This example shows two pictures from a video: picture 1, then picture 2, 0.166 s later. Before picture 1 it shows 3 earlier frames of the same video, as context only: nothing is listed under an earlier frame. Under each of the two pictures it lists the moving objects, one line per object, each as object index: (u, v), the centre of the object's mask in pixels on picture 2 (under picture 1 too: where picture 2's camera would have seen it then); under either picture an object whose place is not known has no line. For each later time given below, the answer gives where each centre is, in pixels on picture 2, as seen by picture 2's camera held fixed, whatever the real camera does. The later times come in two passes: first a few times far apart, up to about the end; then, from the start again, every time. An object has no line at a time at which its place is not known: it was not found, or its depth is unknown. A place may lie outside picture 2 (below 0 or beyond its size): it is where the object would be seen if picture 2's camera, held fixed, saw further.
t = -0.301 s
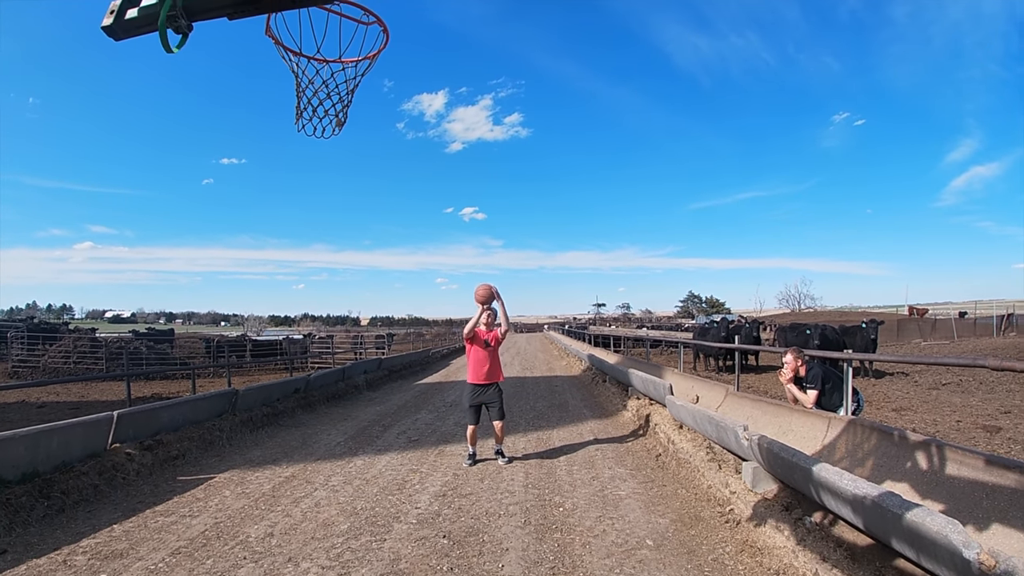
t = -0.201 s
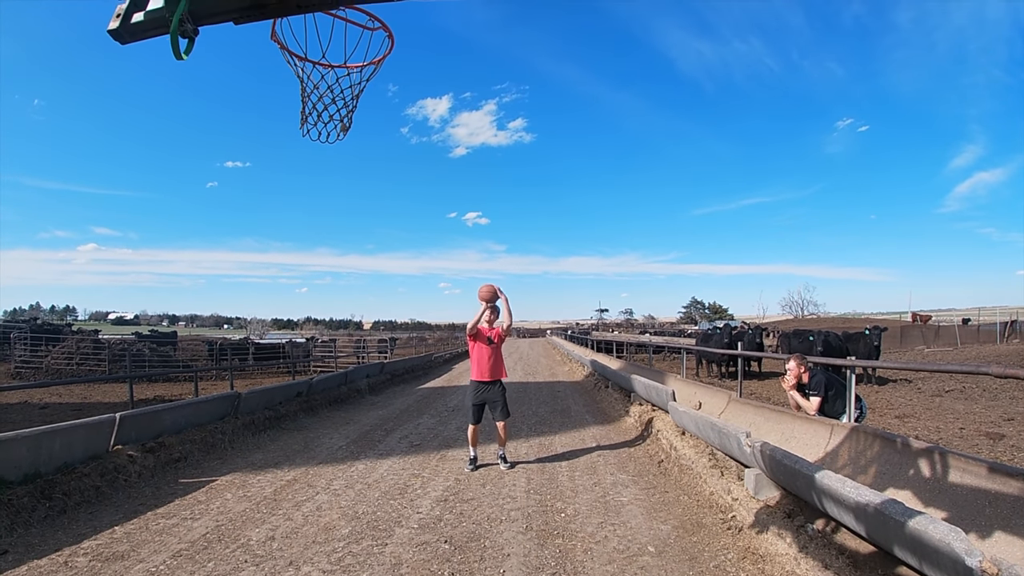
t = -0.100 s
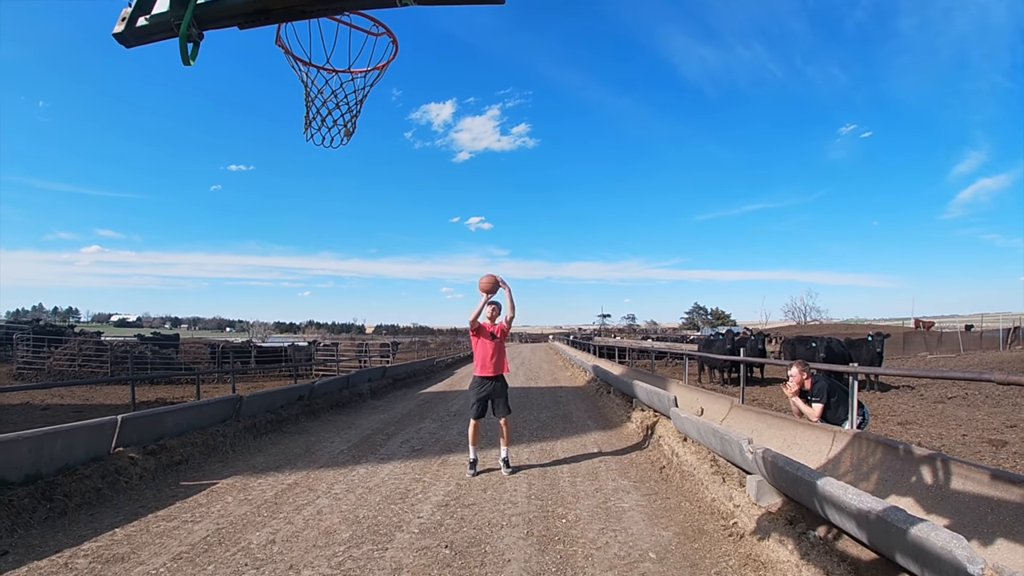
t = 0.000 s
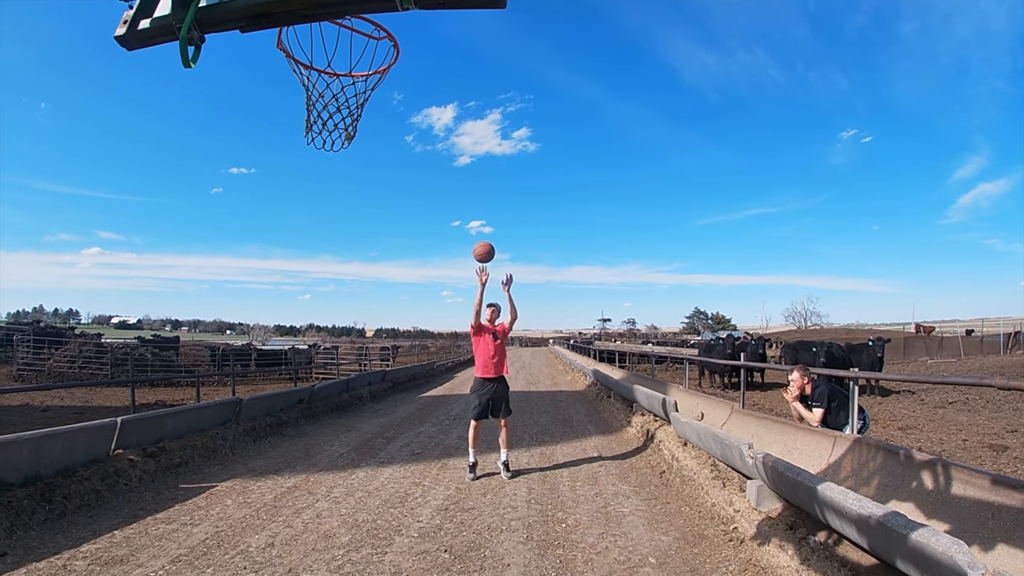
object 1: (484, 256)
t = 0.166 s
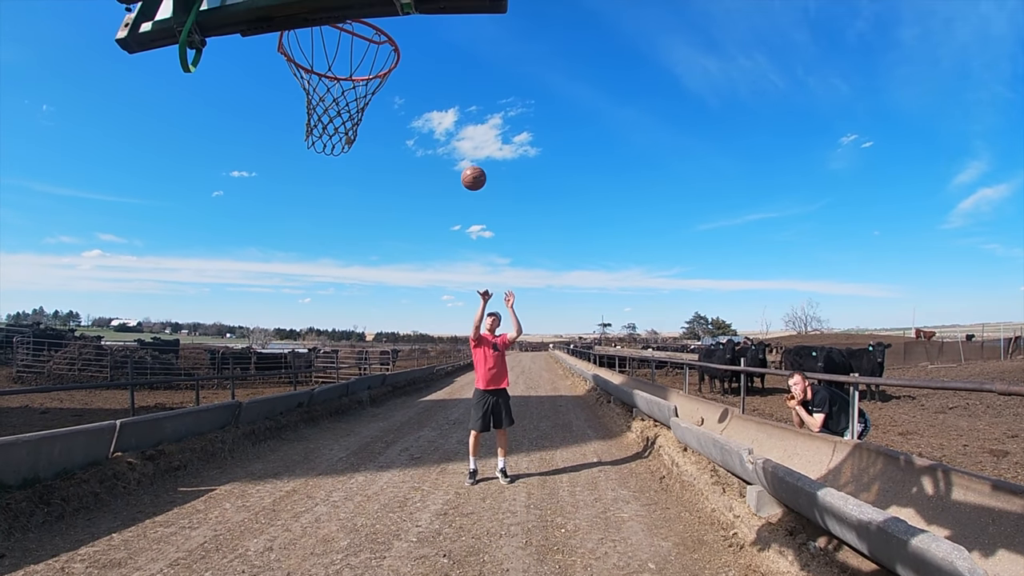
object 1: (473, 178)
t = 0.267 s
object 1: (466, 137)
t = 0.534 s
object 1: (441, 51)
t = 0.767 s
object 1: (401, 29)
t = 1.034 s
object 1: (288, 84)
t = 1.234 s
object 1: (330, 120)
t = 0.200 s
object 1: (471, 163)
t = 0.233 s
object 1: (468, 150)
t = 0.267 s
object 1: (466, 137)
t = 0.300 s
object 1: (463, 124)
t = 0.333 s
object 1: (460, 112)
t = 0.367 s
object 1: (457, 100)
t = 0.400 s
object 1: (455, 89)
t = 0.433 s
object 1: (452, 78)
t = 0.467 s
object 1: (448, 69)
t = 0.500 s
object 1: (445, 60)
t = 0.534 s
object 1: (441, 51)
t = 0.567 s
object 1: (436, 44)
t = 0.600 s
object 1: (431, 37)
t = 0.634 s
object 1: (426, 32)
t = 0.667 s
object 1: (420, 30)
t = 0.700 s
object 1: (414, 29)
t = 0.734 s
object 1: (408, 28)
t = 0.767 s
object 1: (401, 29)
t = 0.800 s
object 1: (393, 30)
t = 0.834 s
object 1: (382, 34)
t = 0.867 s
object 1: (371, 38)
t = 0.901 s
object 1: (355, 45)
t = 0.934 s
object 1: (329, 54)
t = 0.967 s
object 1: (304, 66)
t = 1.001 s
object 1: (292, 76)
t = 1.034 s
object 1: (288, 84)
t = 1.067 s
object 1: (289, 91)
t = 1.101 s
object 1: (295, 98)
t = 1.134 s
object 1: (303, 105)
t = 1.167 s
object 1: (312, 113)
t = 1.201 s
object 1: (322, 119)
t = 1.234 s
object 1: (330, 120)
